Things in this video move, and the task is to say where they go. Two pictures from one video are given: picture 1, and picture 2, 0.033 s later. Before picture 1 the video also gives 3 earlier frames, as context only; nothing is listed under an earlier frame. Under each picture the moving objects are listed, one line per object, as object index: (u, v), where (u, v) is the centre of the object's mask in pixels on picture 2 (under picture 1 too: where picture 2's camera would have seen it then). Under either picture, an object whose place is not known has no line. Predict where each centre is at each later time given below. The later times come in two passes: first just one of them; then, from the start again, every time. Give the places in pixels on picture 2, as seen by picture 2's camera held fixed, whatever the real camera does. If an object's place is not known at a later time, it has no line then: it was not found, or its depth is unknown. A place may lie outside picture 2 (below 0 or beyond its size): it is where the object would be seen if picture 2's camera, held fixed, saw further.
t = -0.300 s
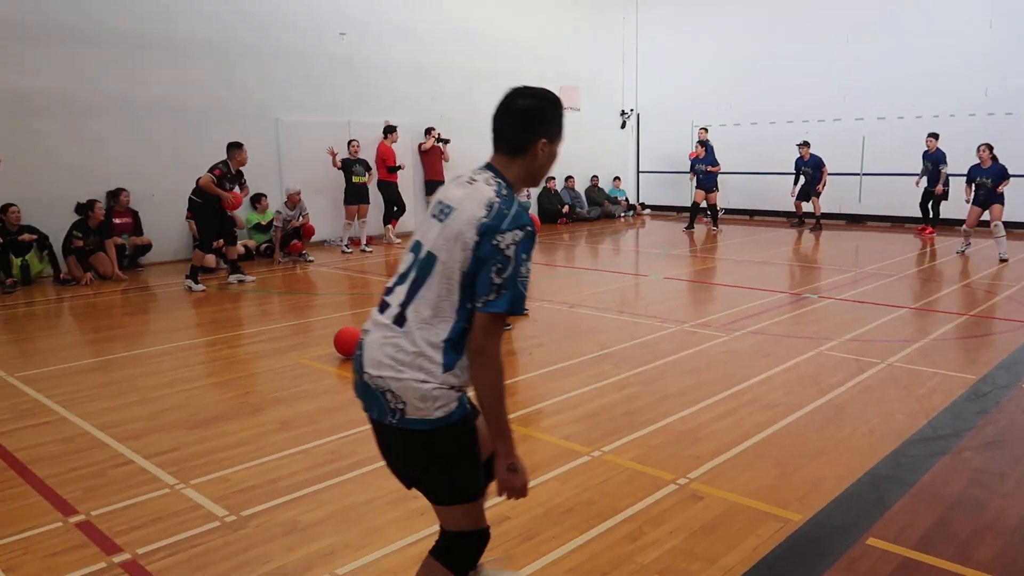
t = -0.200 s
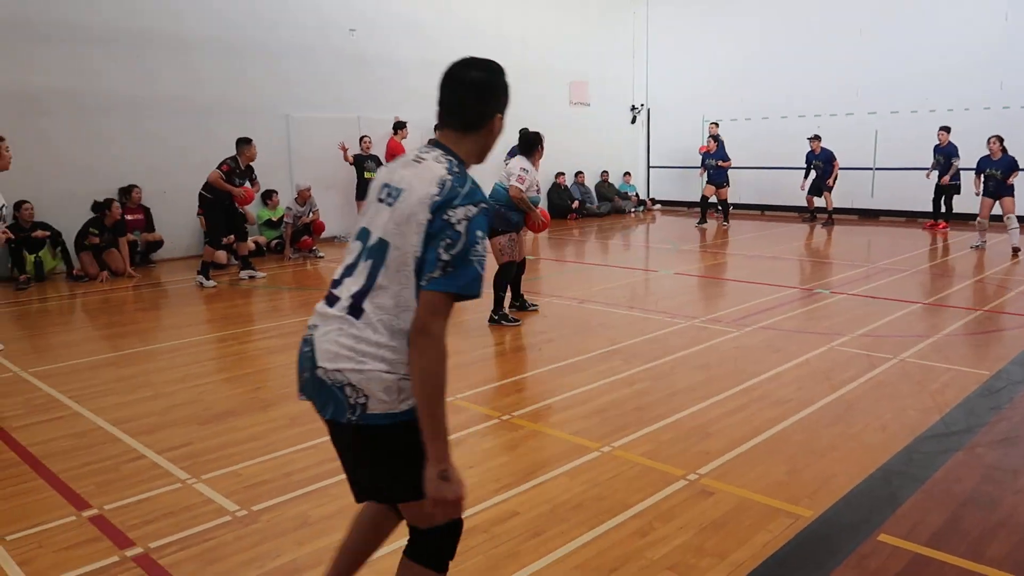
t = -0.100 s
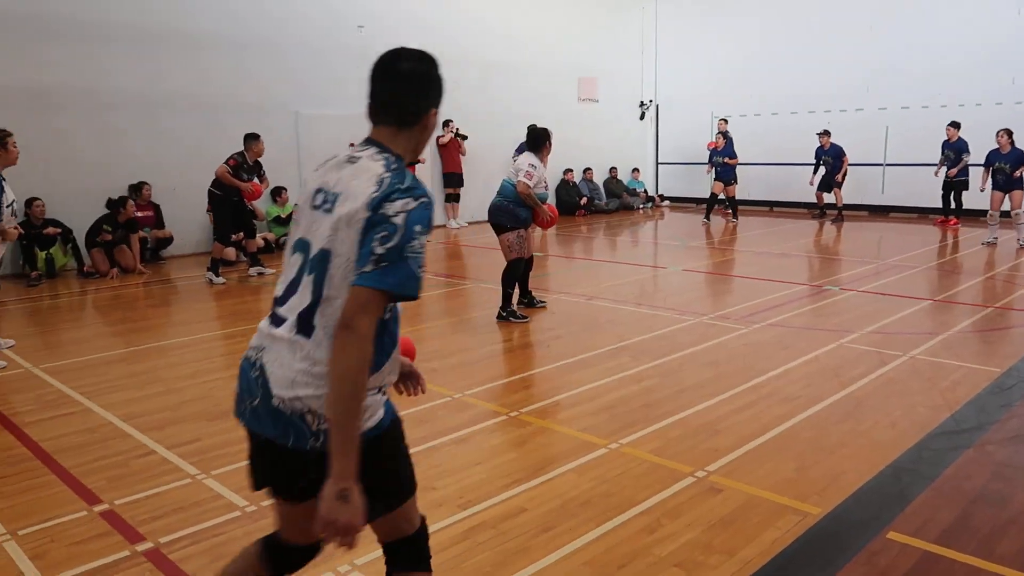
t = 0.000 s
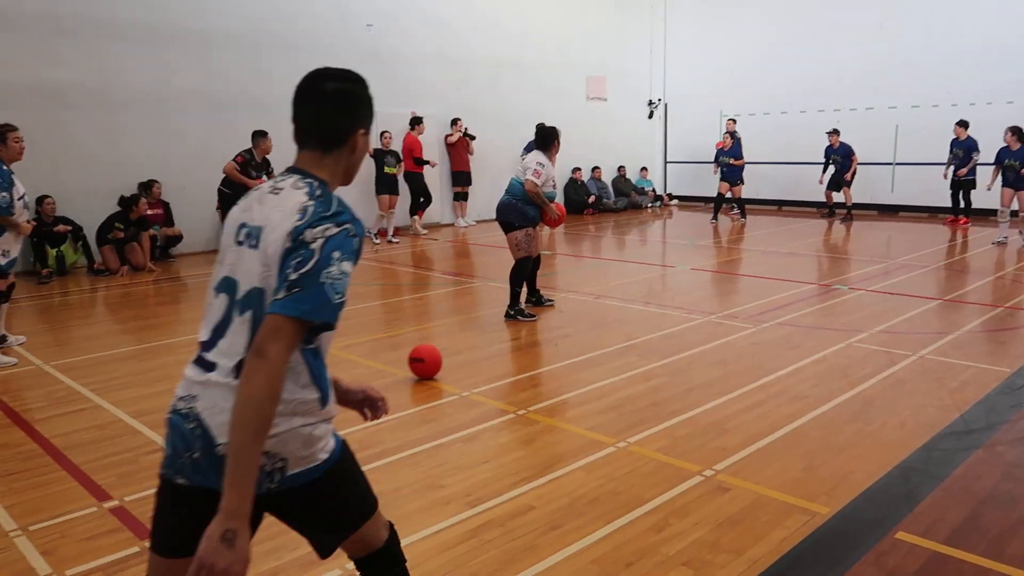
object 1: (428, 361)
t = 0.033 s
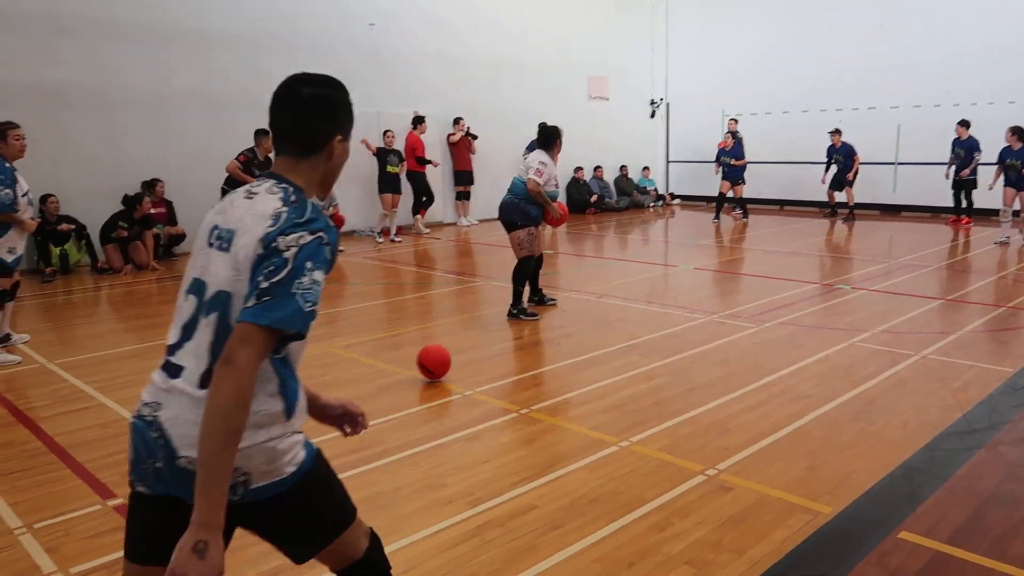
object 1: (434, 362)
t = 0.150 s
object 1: (456, 375)
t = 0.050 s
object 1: (437, 363)
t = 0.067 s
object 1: (441, 365)
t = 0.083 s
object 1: (444, 367)
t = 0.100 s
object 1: (447, 370)
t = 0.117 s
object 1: (451, 373)
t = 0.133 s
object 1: (454, 374)
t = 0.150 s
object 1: (456, 375)
